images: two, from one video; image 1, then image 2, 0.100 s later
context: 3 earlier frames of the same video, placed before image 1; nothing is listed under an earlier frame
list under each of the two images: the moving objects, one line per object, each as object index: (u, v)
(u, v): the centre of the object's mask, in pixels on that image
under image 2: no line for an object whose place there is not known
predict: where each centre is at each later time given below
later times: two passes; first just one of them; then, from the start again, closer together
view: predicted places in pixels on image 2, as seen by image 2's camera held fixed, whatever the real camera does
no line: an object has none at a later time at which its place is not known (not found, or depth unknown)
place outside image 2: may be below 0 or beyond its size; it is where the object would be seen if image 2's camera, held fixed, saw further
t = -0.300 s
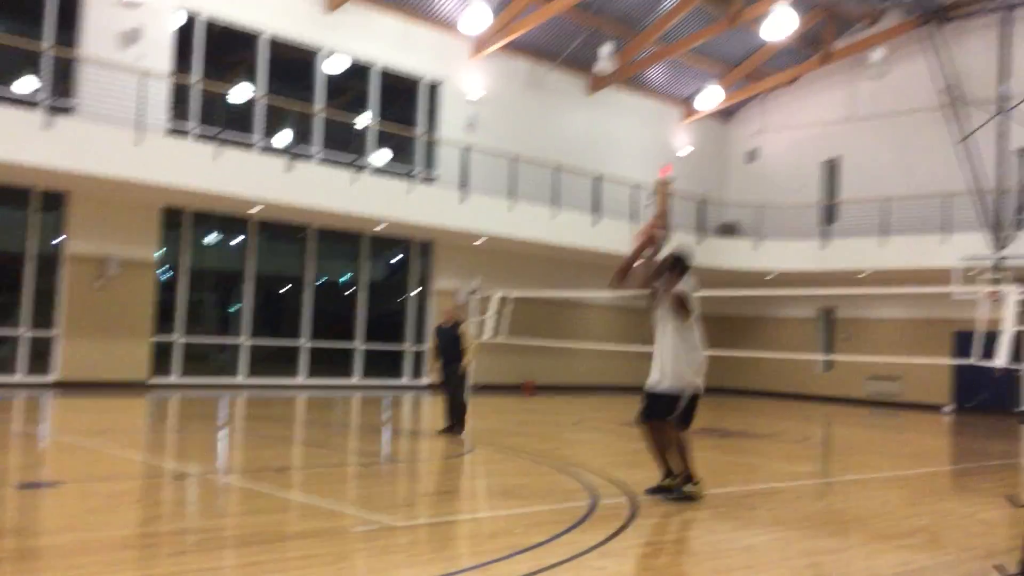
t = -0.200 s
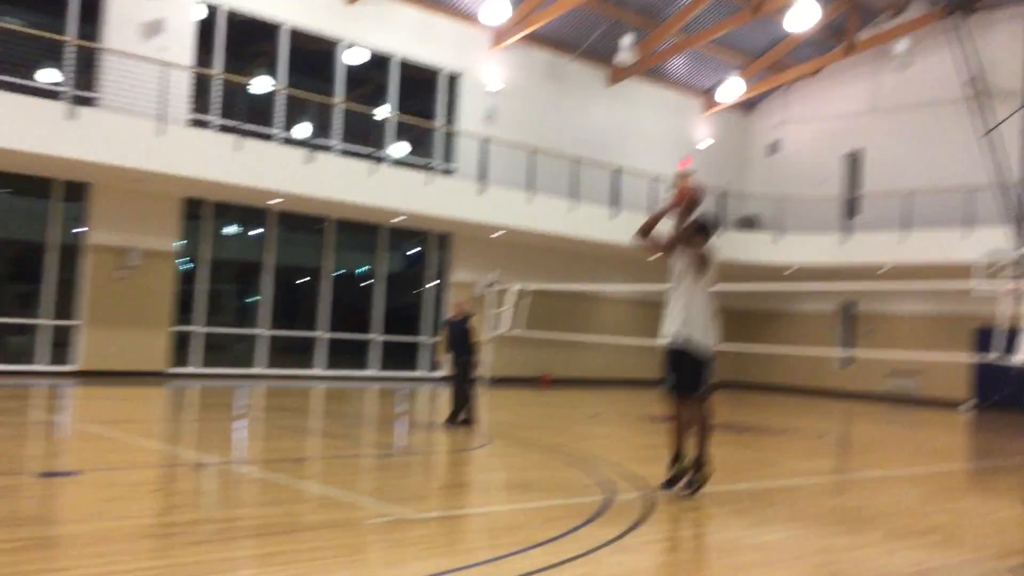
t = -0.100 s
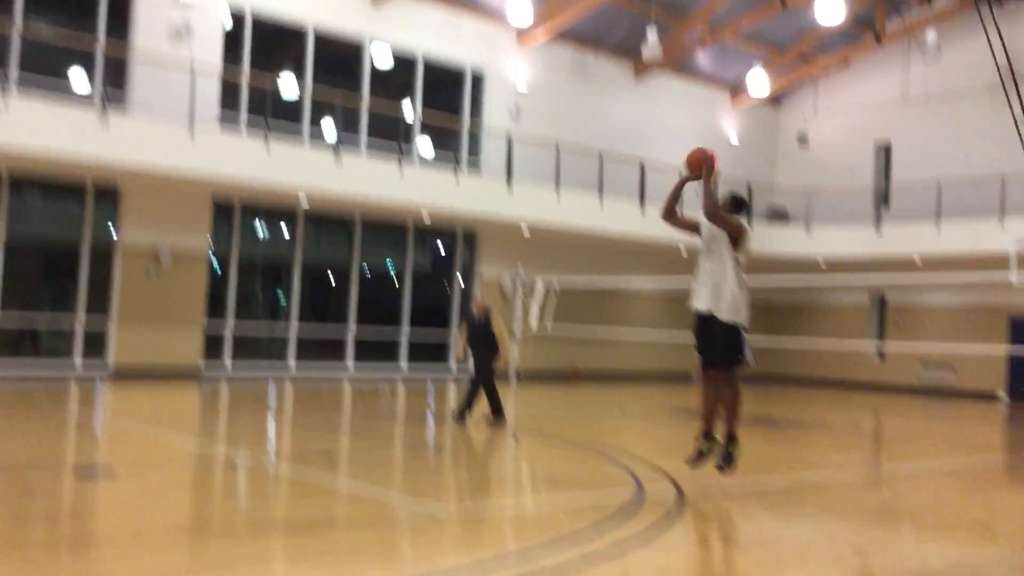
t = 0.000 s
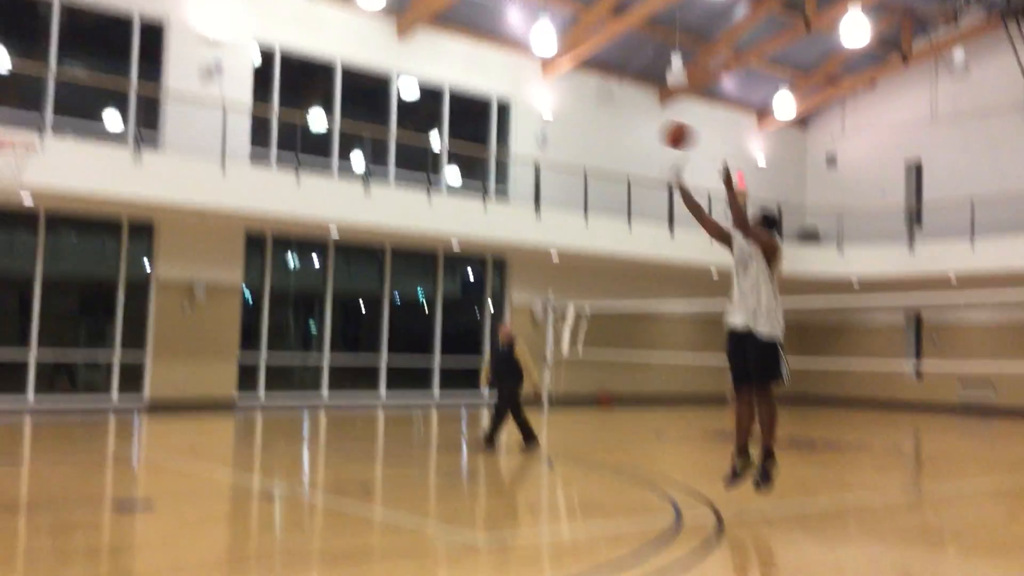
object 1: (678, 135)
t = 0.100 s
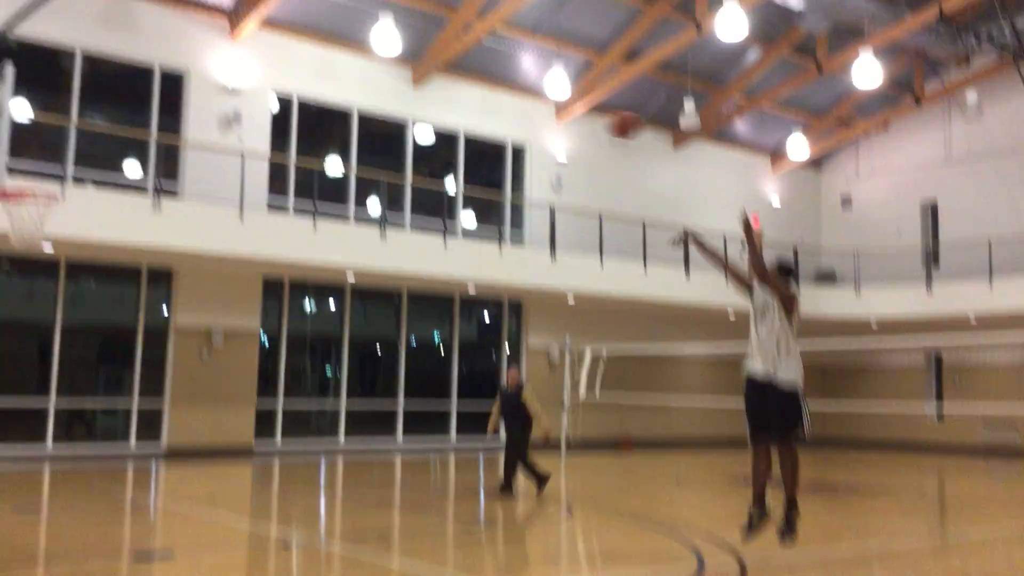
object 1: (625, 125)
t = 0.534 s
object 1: (356, 27)
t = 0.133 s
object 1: (600, 111)
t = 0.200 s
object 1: (558, 84)
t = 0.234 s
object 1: (536, 72)
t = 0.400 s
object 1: (435, 35)
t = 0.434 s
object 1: (414, 31)
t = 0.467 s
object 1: (395, 27)
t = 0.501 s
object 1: (375, 25)
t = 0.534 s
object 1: (356, 27)
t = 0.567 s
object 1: (337, 28)
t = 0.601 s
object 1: (317, 30)
